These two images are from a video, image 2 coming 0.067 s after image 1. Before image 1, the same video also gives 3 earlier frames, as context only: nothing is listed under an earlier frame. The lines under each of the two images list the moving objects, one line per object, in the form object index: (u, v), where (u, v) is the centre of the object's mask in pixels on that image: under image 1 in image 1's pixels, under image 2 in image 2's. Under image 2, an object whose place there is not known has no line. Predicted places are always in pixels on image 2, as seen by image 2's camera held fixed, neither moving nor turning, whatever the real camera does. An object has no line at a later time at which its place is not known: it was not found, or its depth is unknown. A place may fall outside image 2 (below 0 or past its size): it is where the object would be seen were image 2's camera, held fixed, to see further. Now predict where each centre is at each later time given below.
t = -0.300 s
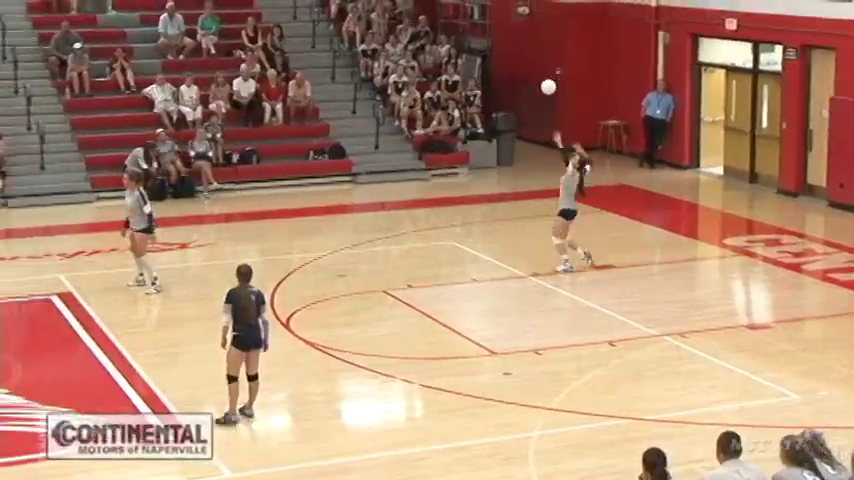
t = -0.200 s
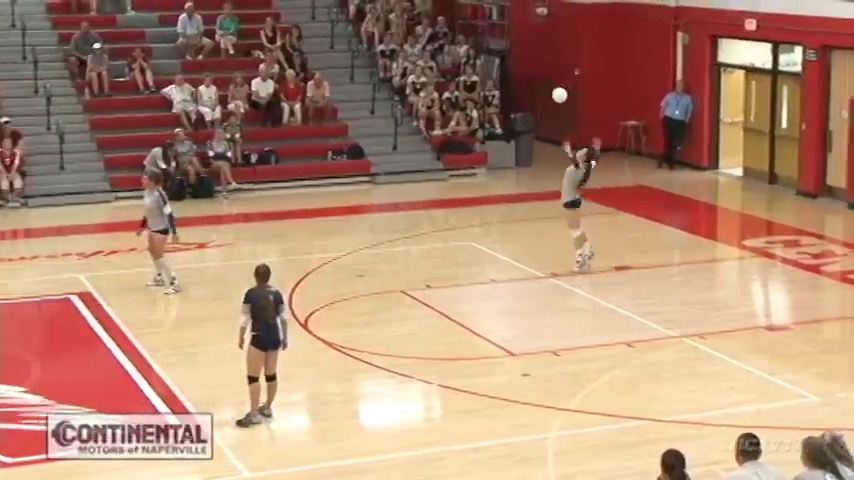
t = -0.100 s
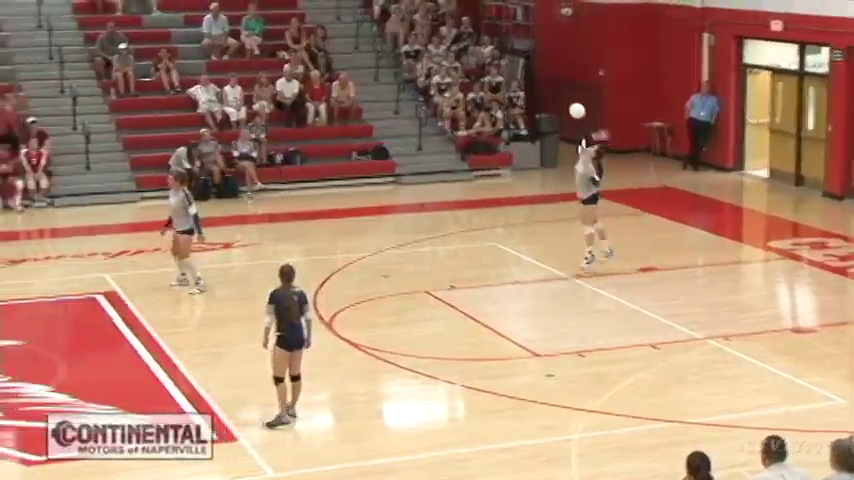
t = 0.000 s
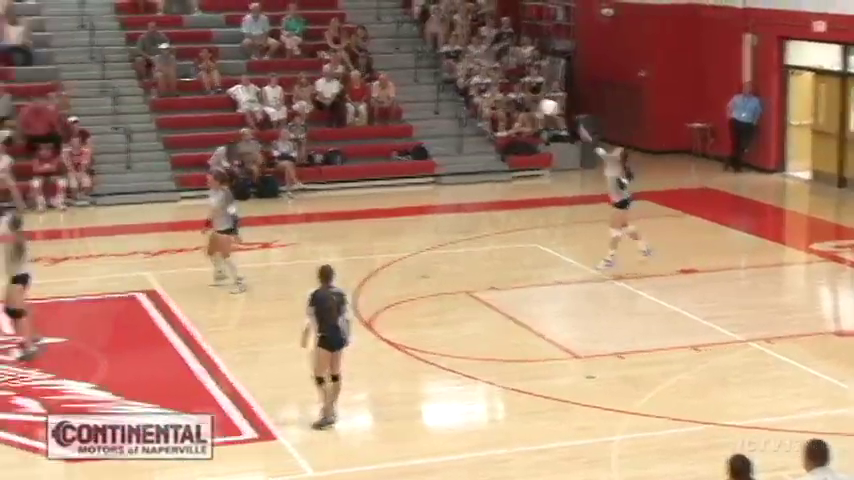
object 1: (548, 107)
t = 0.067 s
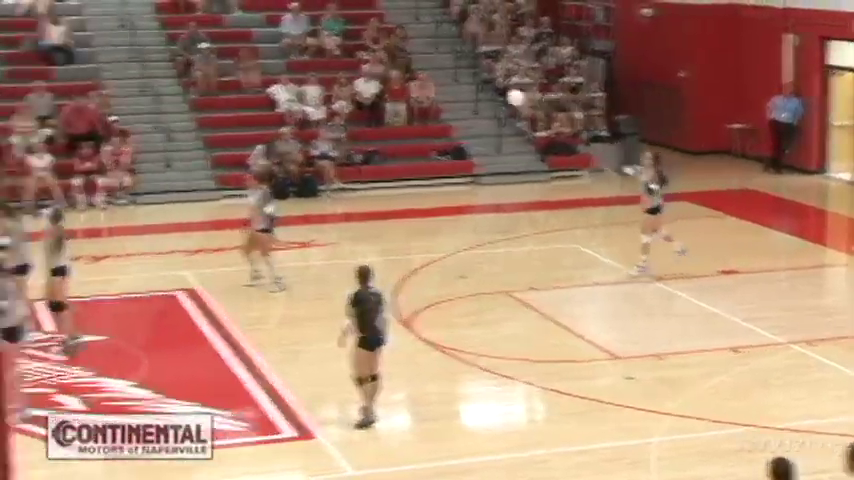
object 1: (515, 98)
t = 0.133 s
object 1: (445, 90)
